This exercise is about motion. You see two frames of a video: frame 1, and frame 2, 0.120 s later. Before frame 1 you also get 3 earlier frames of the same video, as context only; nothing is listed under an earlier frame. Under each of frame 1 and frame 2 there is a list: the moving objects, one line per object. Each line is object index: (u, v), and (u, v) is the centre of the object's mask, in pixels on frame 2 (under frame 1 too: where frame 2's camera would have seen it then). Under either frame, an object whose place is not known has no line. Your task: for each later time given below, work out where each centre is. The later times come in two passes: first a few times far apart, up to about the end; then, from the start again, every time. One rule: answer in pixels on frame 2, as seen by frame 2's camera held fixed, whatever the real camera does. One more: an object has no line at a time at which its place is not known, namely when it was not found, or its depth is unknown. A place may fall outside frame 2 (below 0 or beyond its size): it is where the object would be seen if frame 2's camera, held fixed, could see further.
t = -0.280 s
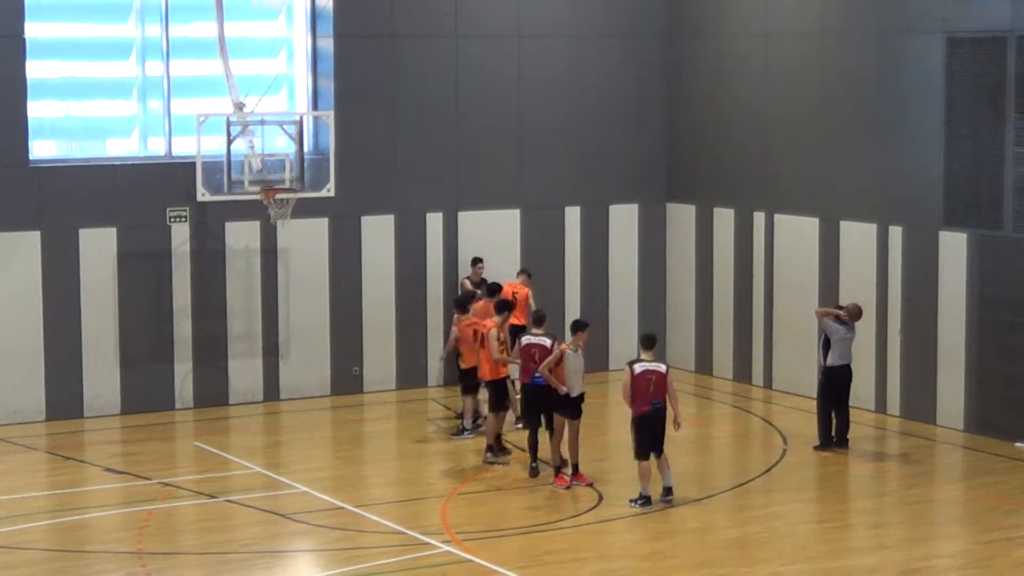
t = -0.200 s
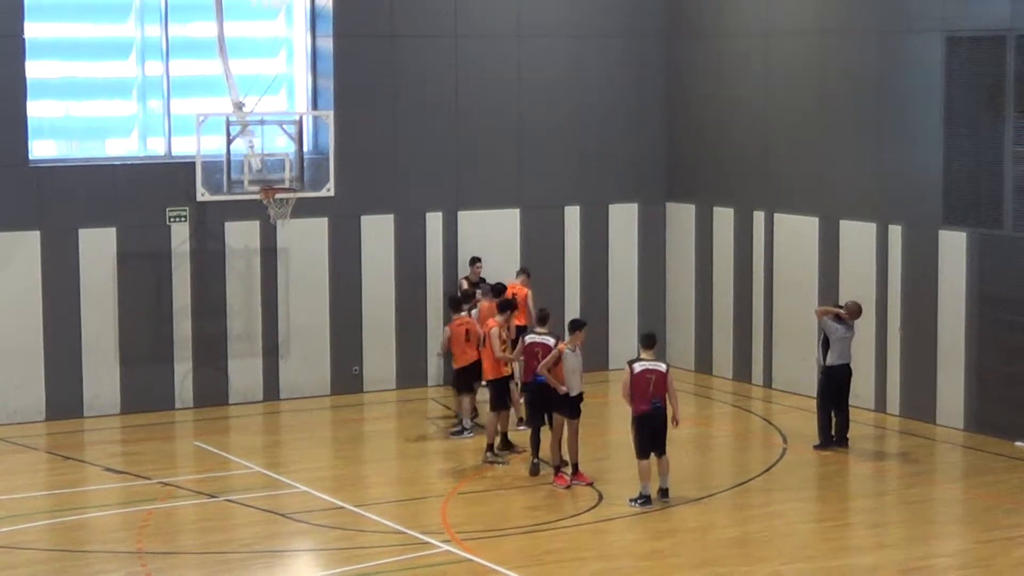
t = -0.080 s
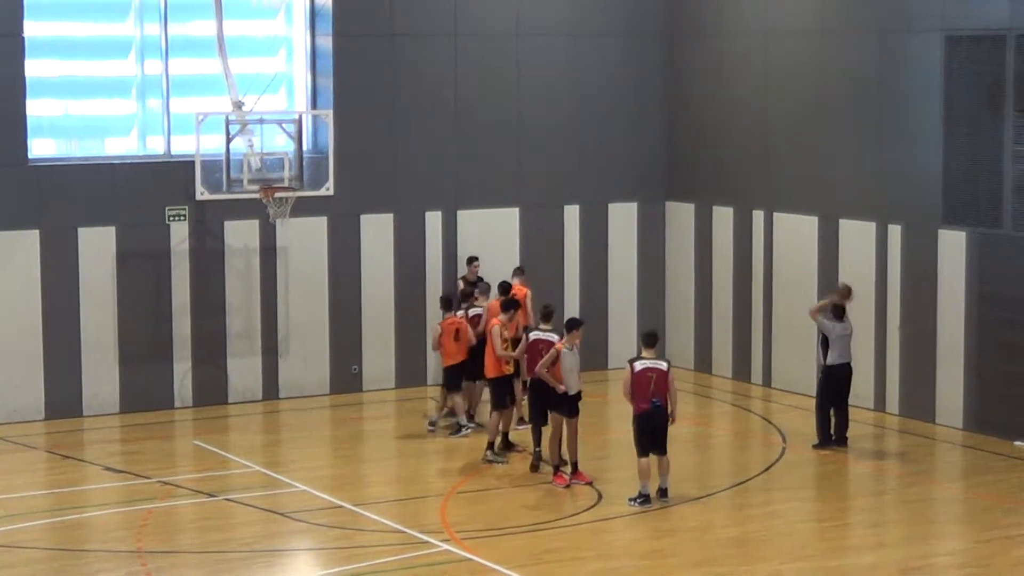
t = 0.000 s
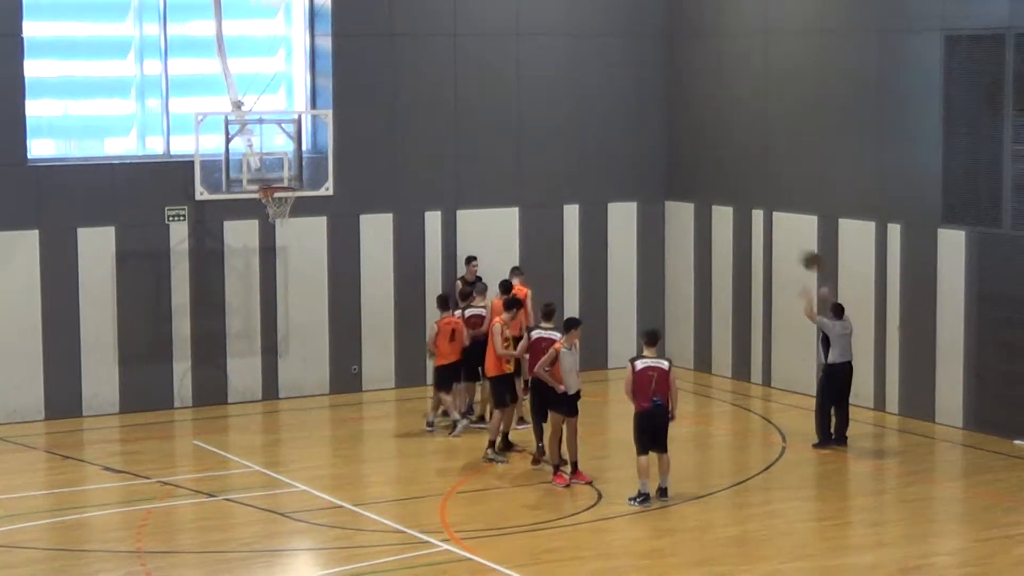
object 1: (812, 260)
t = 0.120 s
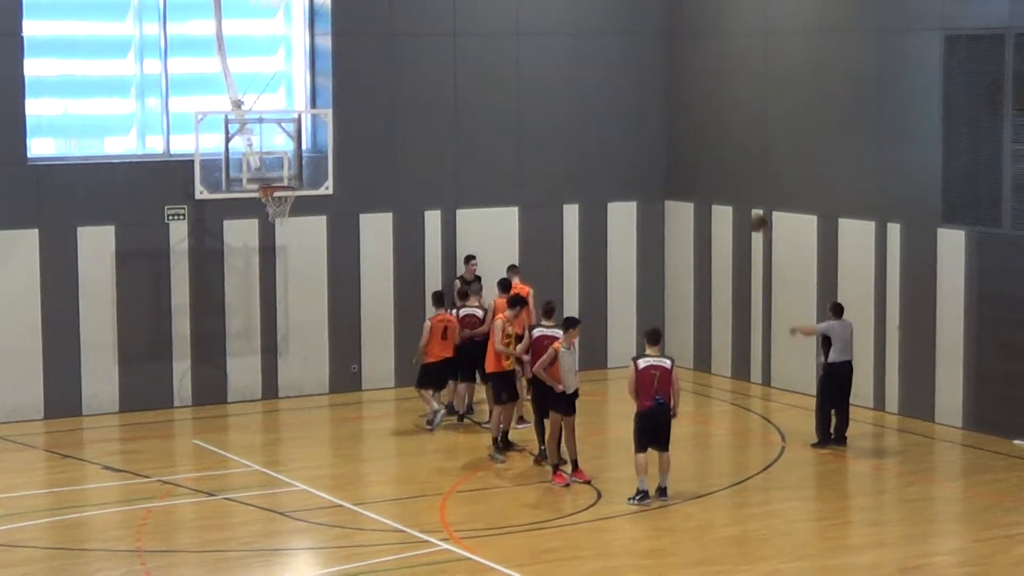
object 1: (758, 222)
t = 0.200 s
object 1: (724, 204)
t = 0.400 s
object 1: (646, 183)
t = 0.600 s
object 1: (573, 194)
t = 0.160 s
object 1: (741, 213)
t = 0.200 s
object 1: (724, 204)
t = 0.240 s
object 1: (708, 198)
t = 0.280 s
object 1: (693, 191)
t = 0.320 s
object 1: (677, 187)
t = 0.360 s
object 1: (660, 184)
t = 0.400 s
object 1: (646, 183)
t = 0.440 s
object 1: (630, 183)
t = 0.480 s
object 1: (616, 183)
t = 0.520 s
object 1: (601, 186)
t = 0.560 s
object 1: (588, 189)
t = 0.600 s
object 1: (573, 194)
